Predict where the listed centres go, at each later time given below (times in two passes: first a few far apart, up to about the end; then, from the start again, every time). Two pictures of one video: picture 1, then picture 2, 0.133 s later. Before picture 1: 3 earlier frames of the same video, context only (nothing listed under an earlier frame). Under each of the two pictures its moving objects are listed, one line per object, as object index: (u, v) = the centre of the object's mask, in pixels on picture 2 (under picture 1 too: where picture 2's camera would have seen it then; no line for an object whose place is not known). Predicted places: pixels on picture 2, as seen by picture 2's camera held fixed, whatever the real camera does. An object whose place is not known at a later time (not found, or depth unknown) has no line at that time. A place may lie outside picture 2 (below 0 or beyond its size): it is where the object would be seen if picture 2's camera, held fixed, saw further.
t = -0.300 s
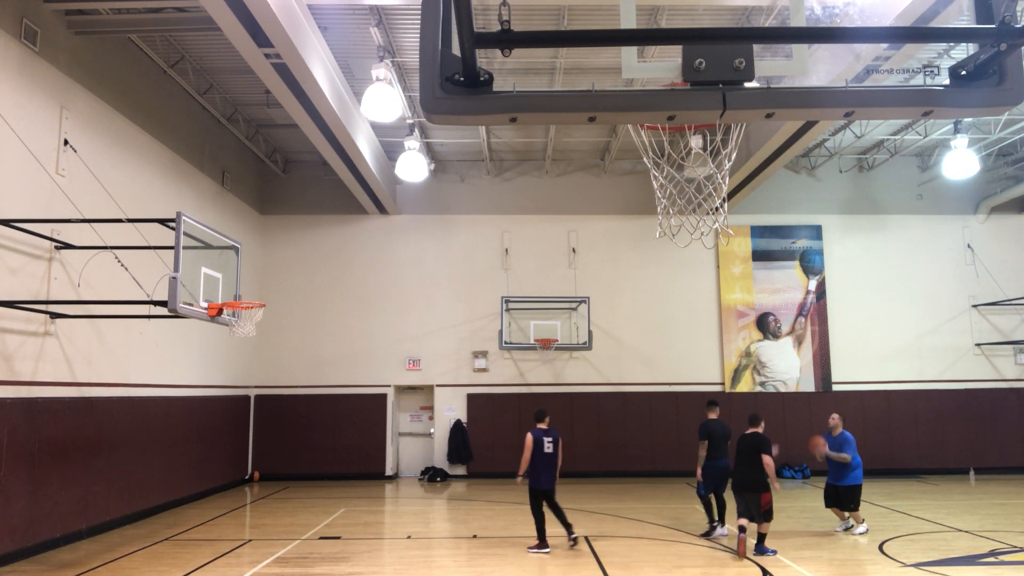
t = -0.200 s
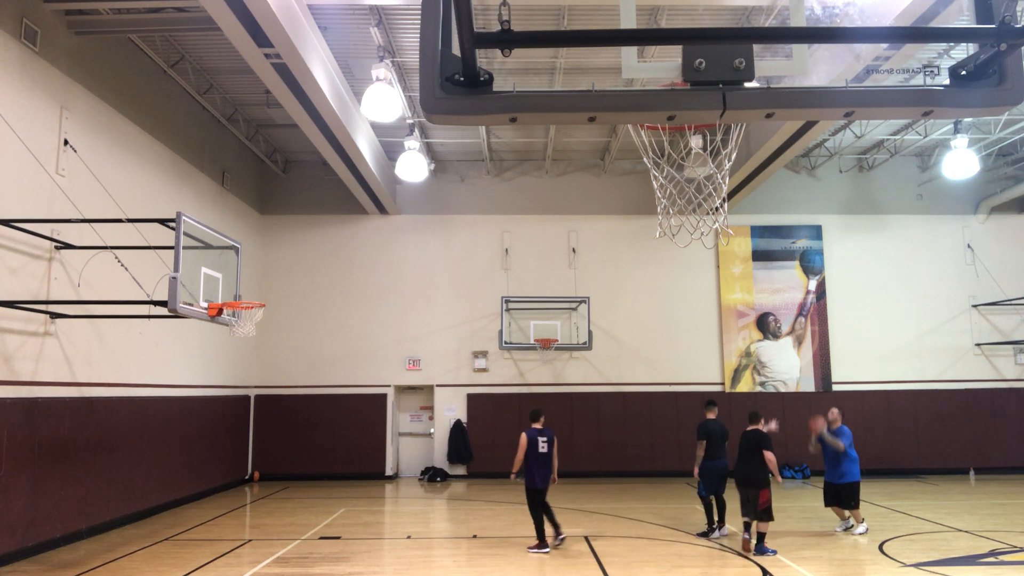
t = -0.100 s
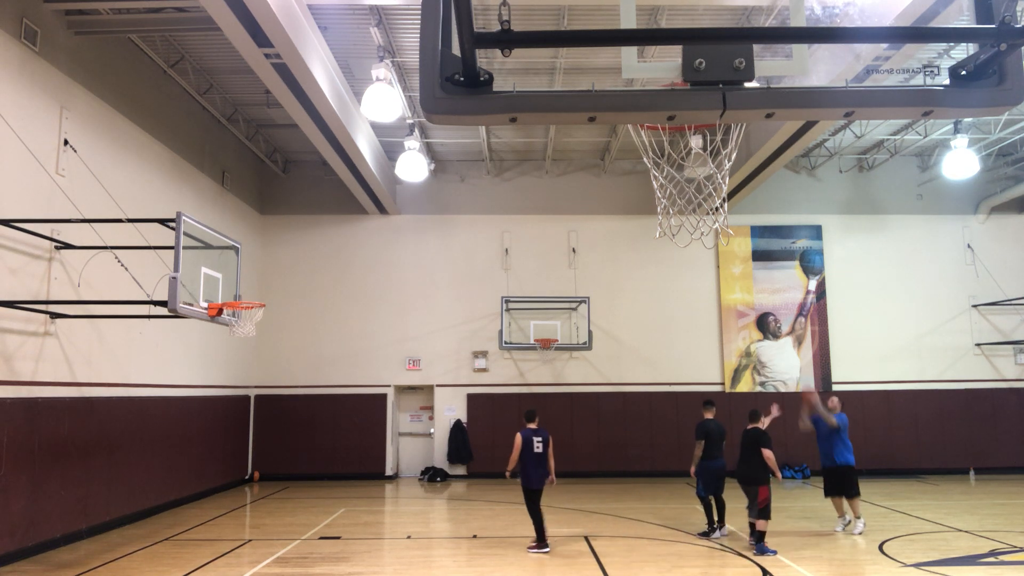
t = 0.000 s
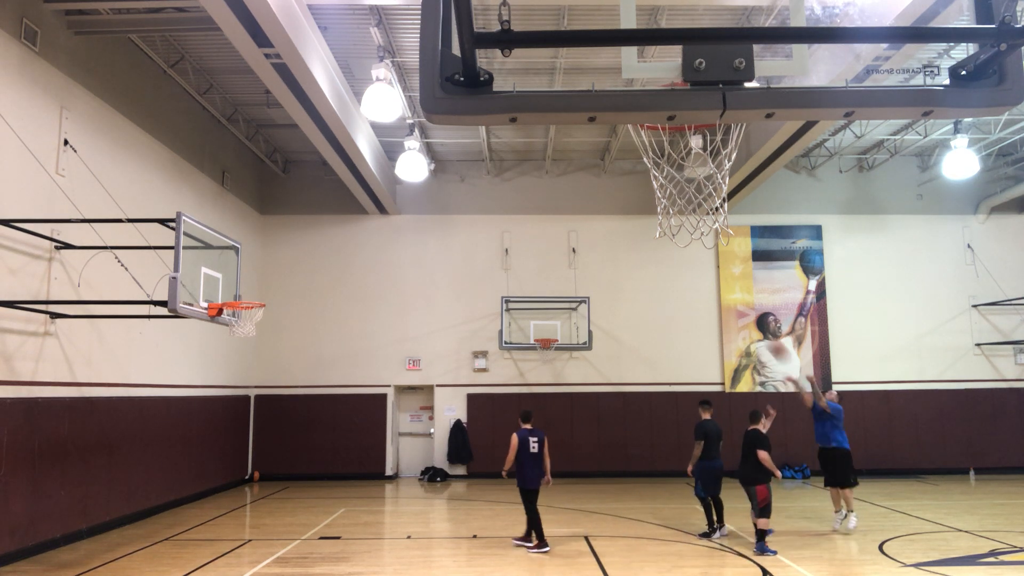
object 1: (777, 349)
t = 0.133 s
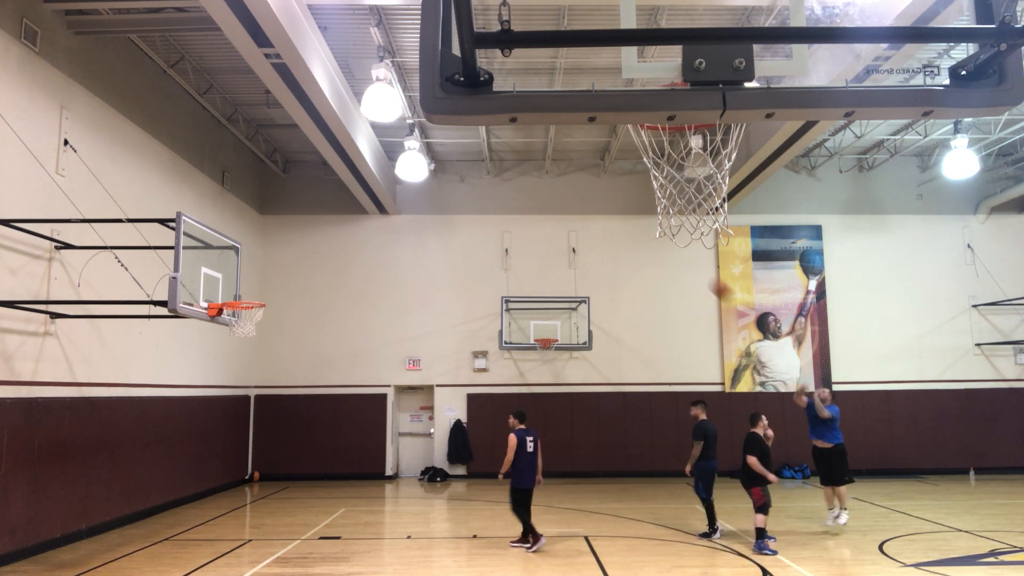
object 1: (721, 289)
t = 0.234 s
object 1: (681, 255)
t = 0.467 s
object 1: (586, 197)
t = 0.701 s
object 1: (492, 177)
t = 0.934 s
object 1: (396, 195)
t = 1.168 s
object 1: (294, 254)
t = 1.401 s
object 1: (253, 327)
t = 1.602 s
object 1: (263, 319)
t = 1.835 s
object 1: (264, 347)
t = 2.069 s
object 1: (264, 418)
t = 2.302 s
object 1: (264, 531)
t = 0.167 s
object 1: (707, 277)
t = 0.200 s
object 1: (694, 265)
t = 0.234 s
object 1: (681, 255)
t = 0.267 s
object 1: (665, 244)
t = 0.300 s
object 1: (649, 231)
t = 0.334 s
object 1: (638, 225)
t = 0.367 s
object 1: (626, 217)
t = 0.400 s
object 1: (614, 210)
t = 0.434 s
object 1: (599, 203)
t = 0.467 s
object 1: (586, 197)
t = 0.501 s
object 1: (572, 192)
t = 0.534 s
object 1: (559, 188)
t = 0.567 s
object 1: (546, 184)
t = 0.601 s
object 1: (532, 181)
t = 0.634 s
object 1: (519, 179)
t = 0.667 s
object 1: (506, 178)
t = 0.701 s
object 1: (492, 177)
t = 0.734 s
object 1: (478, 178)
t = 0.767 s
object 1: (465, 179)
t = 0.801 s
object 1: (451, 180)
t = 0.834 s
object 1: (437, 183)
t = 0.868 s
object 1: (425, 187)
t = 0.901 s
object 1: (408, 191)
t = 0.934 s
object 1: (396, 195)
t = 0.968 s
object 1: (383, 199)
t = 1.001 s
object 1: (368, 207)
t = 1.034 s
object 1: (354, 215)
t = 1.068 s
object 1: (338, 223)
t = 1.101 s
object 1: (323, 233)
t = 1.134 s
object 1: (309, 242)
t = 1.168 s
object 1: (294, 254)
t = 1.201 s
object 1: (279, 265)
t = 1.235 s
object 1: (264, 278)
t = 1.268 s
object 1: (249, 290)
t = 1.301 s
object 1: (235, 302)
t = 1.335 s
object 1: (241, 316)
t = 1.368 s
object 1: (248, 328)
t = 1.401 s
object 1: (253, 327)
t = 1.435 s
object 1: (256, 324)
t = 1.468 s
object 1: (260, 320)
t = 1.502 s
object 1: (261, 319)
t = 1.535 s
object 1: (262, 318)
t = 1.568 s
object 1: (262, 318)
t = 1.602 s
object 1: (263, 319)
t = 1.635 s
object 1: (263, 320)
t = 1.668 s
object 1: (263, 323)
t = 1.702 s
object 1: (263, 326)
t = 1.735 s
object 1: (264, 330)
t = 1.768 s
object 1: (264, 334)
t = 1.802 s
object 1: (264, 340)
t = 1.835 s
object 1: (264, 347)
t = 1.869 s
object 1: (264, 355)
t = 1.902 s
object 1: (264, 363)
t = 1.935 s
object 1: (264, 372)
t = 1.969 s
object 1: (264, 382)
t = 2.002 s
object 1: (264, 394)
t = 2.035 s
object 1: (264, 406)
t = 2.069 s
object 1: (264, 418)
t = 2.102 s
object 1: (265, 432)
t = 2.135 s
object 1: (265, 446)
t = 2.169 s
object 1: (265, 462)
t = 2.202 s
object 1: (264, 476)
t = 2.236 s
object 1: (263, 493)
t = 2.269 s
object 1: (263, 513)
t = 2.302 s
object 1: (264, 531)
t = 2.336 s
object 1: (263, 551)
